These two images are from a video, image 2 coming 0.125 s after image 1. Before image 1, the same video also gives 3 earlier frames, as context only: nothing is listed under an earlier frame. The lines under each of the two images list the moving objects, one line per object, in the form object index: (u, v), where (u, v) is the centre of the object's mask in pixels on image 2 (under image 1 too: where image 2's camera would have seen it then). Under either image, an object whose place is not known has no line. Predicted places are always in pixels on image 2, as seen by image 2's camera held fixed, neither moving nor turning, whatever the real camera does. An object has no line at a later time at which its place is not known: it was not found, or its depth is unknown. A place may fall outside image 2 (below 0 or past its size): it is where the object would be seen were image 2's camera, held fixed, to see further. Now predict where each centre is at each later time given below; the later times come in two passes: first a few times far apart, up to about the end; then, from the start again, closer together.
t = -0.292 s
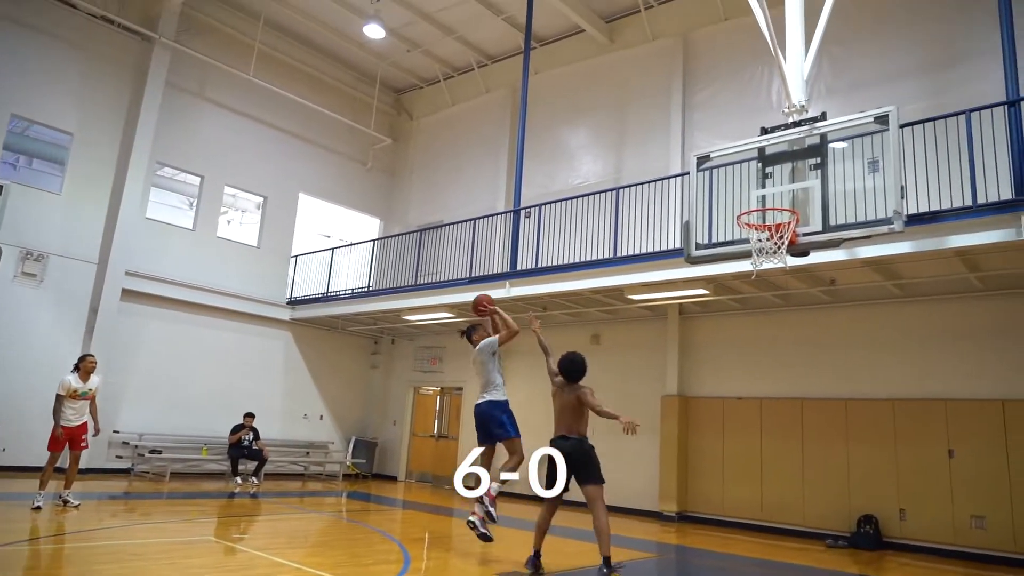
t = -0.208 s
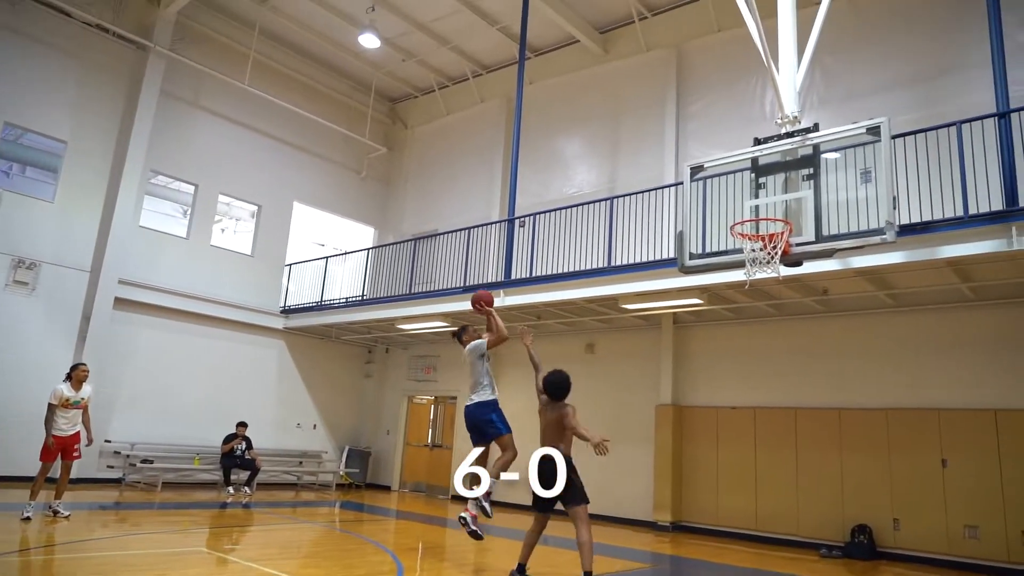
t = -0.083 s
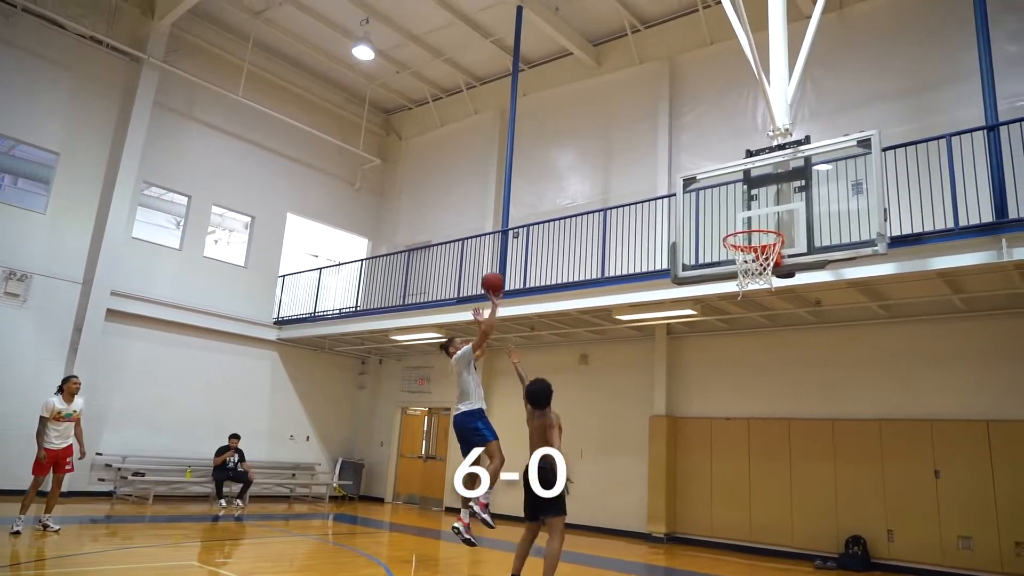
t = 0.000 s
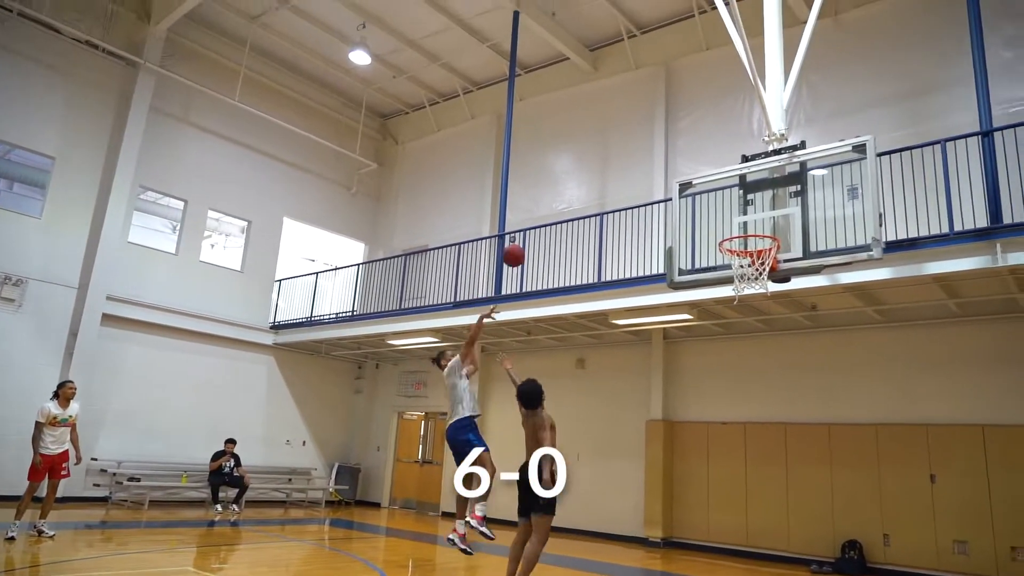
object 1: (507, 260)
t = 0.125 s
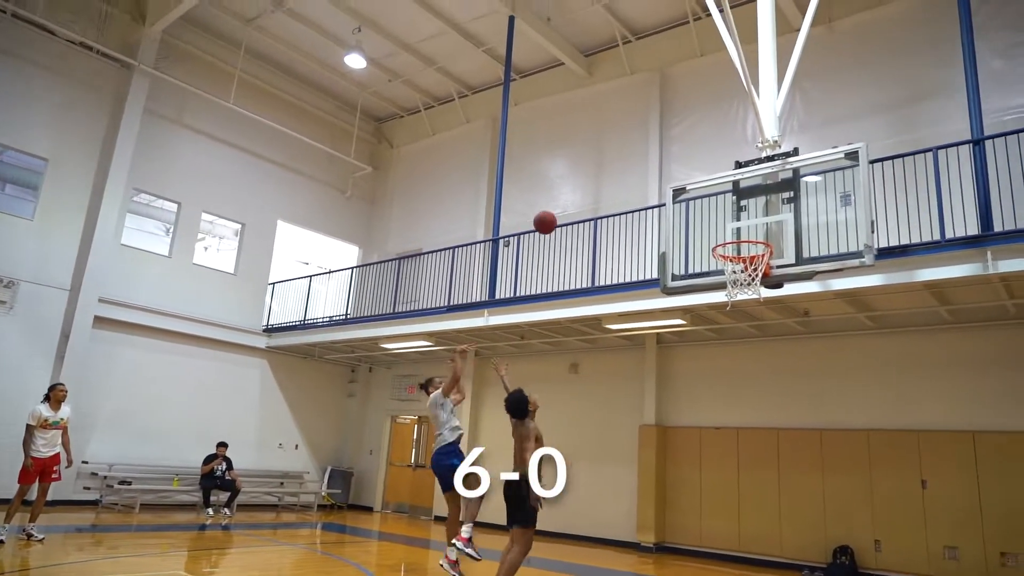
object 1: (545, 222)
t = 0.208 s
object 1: (570, 205)
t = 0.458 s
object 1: (650, 189)
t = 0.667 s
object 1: (724, 223)
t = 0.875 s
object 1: (736, 275)
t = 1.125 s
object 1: (715, 281)
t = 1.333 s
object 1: (702, 334)
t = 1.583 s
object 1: (688, 468)
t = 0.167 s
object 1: (557, 213)
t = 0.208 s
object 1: (570, 205)
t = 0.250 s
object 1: (583, 198)
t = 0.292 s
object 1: (596, 193)
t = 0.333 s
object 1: (609, 190)
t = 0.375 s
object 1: (623, 188)
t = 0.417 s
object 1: (636, 188)
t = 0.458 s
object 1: (650, 189)
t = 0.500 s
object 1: (665, 192)
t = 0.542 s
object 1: (679, 196)
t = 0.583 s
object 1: (694, 204)
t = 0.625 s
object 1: (709, 212)
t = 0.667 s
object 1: (724, 223)
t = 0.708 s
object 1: (740, 233)
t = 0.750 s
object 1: (756, 250)
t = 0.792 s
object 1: (753, 263)
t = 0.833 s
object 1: (745, 275)
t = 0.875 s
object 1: (736, 275)
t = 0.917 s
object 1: (732, 279)
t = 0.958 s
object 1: (726, 275)
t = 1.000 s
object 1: (722, 272)
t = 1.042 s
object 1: (720, 272)
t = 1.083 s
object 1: (718, 275)
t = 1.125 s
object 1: (715, 281)
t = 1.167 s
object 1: (713, 288)
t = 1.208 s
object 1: (710, 296)
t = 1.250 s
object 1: (707, 307)
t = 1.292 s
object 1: (705, 319)
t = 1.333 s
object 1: (702, 334)
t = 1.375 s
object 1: (700, 351)
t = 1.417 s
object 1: (698, 370)
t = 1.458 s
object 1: (695, 391)
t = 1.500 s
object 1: (692, 414)
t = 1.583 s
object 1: (688, 468)
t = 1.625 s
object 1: (686, 497)
